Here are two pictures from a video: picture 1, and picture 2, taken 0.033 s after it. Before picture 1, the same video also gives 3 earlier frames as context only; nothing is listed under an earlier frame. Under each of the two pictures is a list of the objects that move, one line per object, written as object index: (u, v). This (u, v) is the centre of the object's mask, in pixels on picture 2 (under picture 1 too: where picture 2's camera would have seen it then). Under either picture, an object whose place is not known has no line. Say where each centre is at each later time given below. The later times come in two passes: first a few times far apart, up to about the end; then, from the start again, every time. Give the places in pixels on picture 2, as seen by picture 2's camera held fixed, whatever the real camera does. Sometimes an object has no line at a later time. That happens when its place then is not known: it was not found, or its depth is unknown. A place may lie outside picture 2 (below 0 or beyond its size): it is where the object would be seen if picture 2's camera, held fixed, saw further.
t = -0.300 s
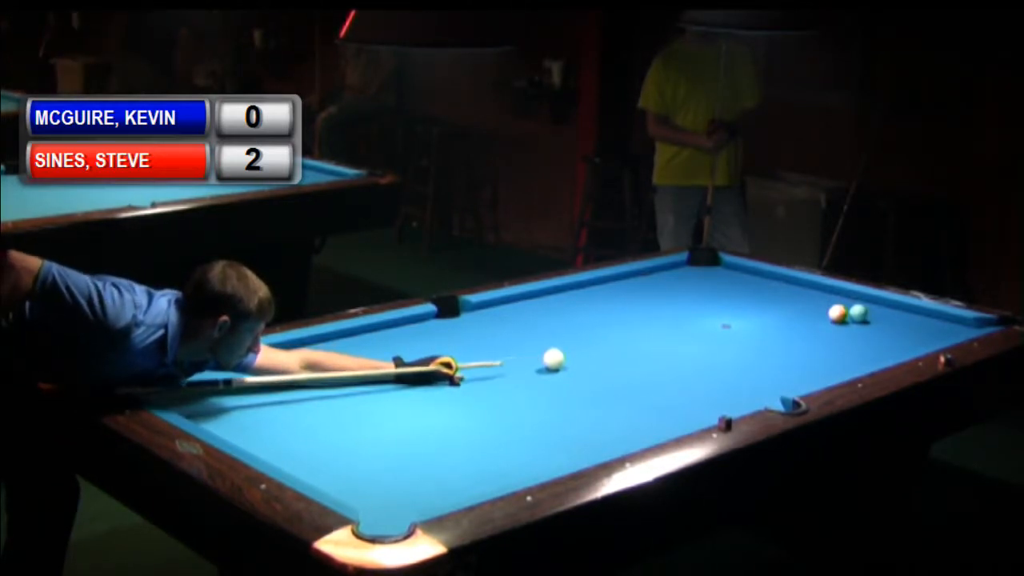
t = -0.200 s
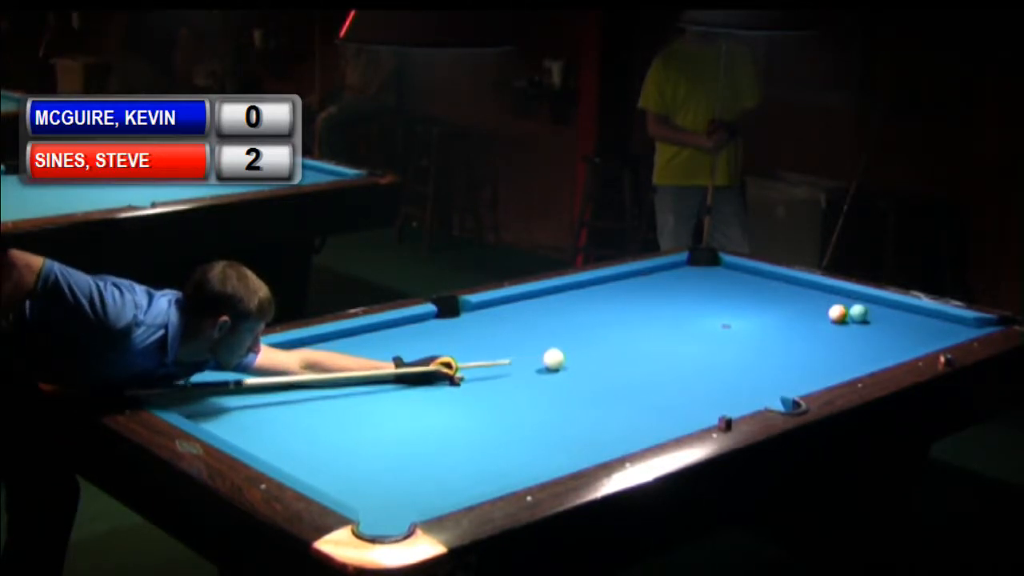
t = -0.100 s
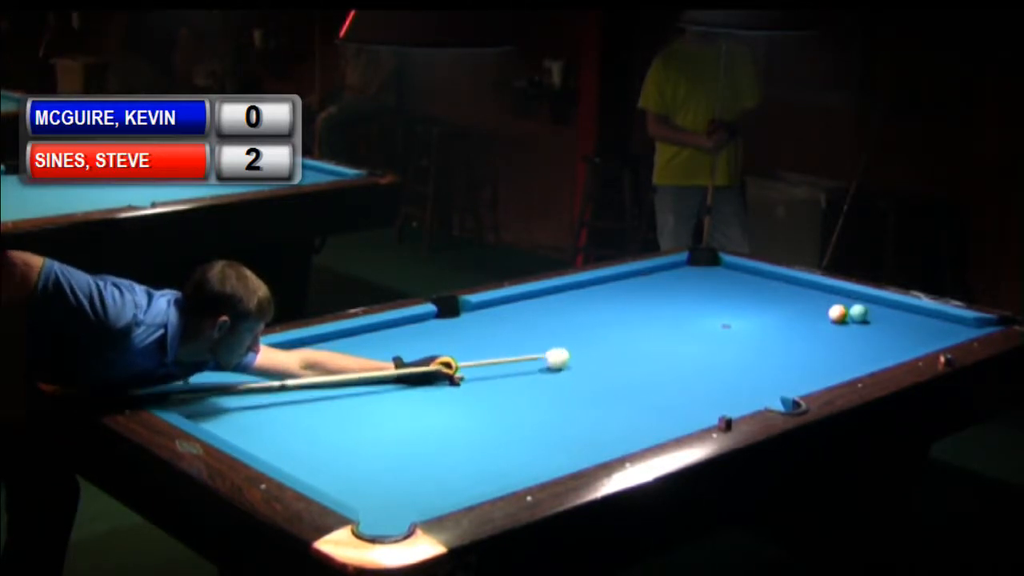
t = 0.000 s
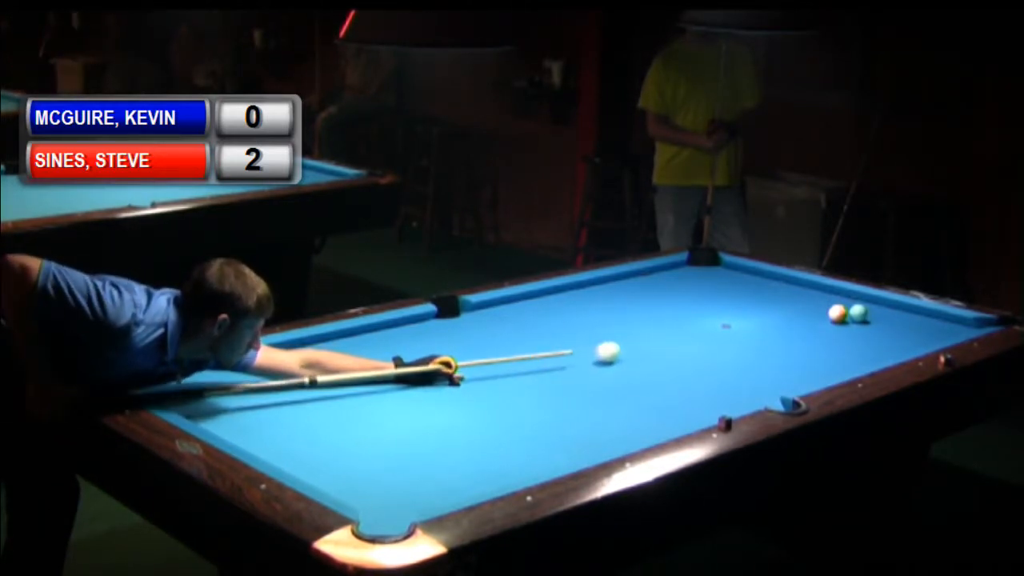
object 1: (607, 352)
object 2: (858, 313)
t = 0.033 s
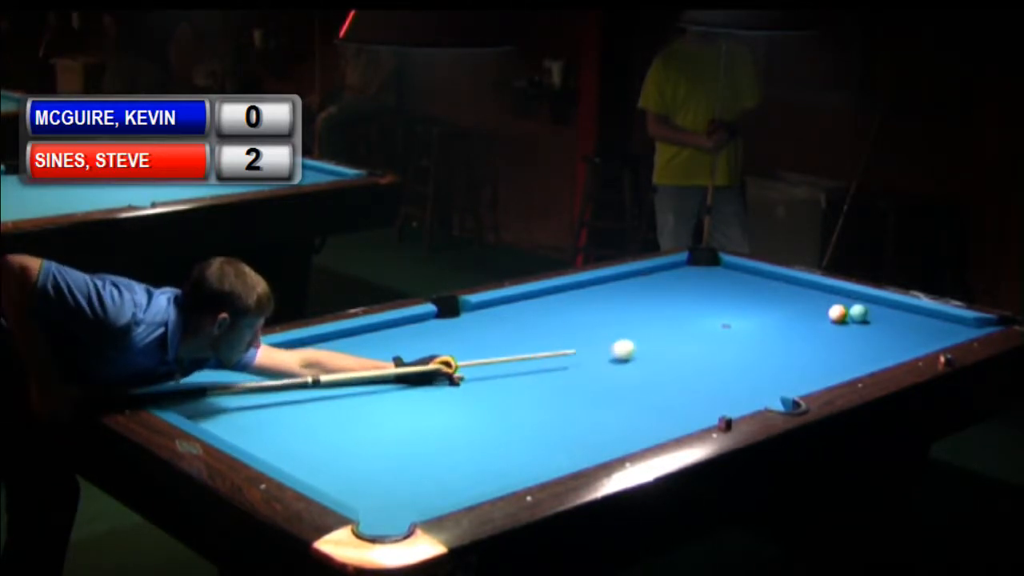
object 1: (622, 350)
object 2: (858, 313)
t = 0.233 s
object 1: (712, 339)
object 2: (858, 313)
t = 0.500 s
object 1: (820, 324)
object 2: (858, 313)
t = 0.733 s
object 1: (909, 319)
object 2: (856, 308)
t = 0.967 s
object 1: (957, 324)
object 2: (852, 300)
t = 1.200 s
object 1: (948, 331)
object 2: (847, 293)
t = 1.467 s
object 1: (908, 334)
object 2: (830, 292)
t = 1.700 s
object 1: (874, 337)
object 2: (817, 291)
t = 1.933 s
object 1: (841, 339)
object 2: (804, 291)
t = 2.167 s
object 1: (808, 341)
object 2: (793, 291)
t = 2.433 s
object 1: (773, 343)
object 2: (783, 290)
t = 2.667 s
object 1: (742, 344)
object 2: (775, 289)
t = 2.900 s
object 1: (713, 346)
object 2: (768, 289)
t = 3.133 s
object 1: (685, 348)
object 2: (763, 289)
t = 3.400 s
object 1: (654, 349)
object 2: (758, 289)
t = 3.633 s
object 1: (629, 350)
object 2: (755, 289)
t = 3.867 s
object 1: (605, 351)
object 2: (753, 289)
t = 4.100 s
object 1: (583, 352)
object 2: (753, 288)
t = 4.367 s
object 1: (558, 353)
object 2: (753, 288)
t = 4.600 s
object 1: (538, 354)
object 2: (753, 288)
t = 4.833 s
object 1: (520, 355)
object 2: (753, 288)
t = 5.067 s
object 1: (503, 355)
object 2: (753, 288)
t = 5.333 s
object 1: (486, 355)
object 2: (752, 288)
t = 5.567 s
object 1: (472, 355)
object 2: (753, 288)
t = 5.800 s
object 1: (459, 356)
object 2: (753, 288)
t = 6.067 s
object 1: (448, 356)
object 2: (753, 288)
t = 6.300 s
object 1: (438, 356)
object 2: (753, 288)
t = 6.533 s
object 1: (430, 356)
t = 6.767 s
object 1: (424, 355)
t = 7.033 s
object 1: (419, 355)
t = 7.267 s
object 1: (416, 355)
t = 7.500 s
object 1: (414, 355)
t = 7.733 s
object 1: (414, 355)
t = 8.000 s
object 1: (415, 354)
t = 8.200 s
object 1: (415, 355)
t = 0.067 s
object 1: (638, 348)
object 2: (858, 313)
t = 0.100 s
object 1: (653, 346)
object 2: (858, 313)
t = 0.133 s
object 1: (668, 344)
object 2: (858, 313)
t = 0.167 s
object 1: (682, 343)
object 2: (858, 313)
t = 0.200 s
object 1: (697, 341)
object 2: (858, 313)
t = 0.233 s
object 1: (712, 339)
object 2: (858, 313)
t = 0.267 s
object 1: (726, 337)
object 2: (858, 313)
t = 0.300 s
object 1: (740, 335)
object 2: (858, 313)
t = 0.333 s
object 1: (754, 334)
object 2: (858, 313)
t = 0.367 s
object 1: (767, 332)
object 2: (858, 313)
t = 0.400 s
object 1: (781, 330)
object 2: (858, 313)
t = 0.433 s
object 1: (794, 328)
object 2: (858, 313)
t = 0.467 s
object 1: (807, 326)
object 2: (858, 313)
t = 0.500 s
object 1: (820, 324)
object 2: (858, 313)
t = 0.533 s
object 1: (832, 323)
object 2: (858, 313)
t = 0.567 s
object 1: (845, 321)
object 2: (859, 312)
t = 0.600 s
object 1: (858, 319)
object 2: (858, 308)
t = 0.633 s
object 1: (871, 319)
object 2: (856, 311)
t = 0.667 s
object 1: (883, 319)
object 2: (857, 311)
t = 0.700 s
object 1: (896, 319)
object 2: (857, 309)
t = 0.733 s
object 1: (909, 319)
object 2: (856, 308)
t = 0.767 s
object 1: (920, 318)
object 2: (855, 307)
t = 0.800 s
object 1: (932, 318)
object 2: (855, 306)
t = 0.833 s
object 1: (945, 318)
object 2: (854, 304)
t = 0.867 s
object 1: (953, 319)
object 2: (854, 303)
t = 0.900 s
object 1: (955, 321)
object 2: (853, 302)
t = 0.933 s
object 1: (956, 323)
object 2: (853, 301)
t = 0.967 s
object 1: (957, 324)
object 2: (852, 300)
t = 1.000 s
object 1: (959, 326)
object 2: (852, 299)
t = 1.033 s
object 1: (961, 327)
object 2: (851, 298)
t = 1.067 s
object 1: (962, 329)
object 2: (851, 296)
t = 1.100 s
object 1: (963, 329)
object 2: (850, 295)
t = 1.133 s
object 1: (958, 330)
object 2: (850, 294)
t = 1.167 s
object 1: (953, 330)
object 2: (849, 293)
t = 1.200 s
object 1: (948, 331)
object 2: (847, 293)
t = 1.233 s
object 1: (943, 331)
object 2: (845, 293)
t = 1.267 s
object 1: (938, 332)
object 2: (842, 293)
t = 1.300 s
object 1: (933, 332)
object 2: (840, 293)
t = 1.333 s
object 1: (928, 333)
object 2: (838, 292)
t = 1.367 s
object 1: (923, 334)
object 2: (836, 292)
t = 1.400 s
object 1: (919, 334)
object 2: (834, 292)
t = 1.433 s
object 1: (913, 334)
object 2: (832, 292)
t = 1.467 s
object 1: (908, 334)
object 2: (830, 292)
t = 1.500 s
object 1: (903, 335)
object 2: (828, 292)
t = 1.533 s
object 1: (898, 335)
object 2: (826, 292)
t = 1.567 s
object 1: (893, 336)
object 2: (824, 292)
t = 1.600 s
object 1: (889, 336)
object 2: (822, 292)
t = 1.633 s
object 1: (884, 336)
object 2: (820, 292)
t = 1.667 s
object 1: (879, 336)
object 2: (818, 292)
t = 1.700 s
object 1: (874, 337)
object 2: (817, 291)
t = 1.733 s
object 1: (869, 337)
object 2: (814, 291)
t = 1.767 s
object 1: (864, 337)
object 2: (812, 291)
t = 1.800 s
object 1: (860, 338)
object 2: (811, 291)
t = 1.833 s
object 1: (855, 338)
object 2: (810, 291)
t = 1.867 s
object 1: (850, 338)
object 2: (808, 291)
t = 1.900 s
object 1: (846, 338)
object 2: (806, 291)
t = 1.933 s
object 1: (841, 339)
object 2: (804, 291)
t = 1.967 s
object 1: (836, 339)
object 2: (803, 291)
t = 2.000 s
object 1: (831, 339)
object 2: (801, 291)
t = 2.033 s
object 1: (827, 339)
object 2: (800, 291)
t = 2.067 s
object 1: (822, 340)
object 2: (798, 291)
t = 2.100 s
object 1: (817, 340)
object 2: (796, 291)
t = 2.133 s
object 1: (813, 341)
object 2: (795, 291)
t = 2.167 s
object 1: (808, 341)
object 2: (793, 291)
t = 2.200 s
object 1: (804, 341)
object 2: (792, 290)
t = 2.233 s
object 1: (799, 341)
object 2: (791, 290)
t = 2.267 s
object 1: (795, 342)
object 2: (789, 290)
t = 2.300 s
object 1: (791, 342)
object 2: (788, 290)
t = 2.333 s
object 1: (786, 342)
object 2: (787, 290)
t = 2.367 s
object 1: (781, 343)
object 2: (785, 290)
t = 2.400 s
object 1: (777, 343)
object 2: (784, 290)
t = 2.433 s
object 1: (773, 343)
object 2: (783, 290)
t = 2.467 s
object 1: (768, 343)
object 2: (782, 290)
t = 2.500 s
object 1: (764, 344)
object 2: (781, 290)
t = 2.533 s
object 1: (760, 344)
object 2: (779, 290)
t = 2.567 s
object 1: (755, 344)
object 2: (778, 290)
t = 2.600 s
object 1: (752, 344)
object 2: (777, 290)
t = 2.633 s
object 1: (747, 344)
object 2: (776, 290)
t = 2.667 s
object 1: (742, 344)
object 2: (775, 289)
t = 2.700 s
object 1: (738, 345)
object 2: (774, 289)
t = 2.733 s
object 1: (734, 345)
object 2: (773, 289)
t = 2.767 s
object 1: (730, 346)
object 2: (772, 289)
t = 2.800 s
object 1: (726, 345)
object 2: (771, 289)
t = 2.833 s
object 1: (721, 346)
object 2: (770, 289)
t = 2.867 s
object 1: (717, 346)
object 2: (769, 289)
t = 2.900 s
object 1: (713, 346)
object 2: (768, 289)
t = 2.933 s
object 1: (709, 347)
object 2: (767, 289)
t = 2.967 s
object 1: (705, 347)
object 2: (767, 289)
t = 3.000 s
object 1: (701, 347)
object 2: (766, 289)
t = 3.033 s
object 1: (697, 347)
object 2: (765, 289)
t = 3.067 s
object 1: (693, 347)
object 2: (764, 289)
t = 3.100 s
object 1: (689, 348)
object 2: (764, 289)
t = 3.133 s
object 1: (685, 348)
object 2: (763, 289)
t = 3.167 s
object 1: (681, 348)
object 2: (762, 289)
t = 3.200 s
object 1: (677, 348)
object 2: (762, 289)
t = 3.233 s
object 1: (673, 348)
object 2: (761, 289)
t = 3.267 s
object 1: (669, 349)
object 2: (760, 289)
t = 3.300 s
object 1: (665, 349)
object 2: (760, 289)
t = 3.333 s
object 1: (662, 349)
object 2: (759, 289)
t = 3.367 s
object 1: (658, 349)
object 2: (758, 289)
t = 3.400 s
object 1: (654, 349)
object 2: (758, 289)
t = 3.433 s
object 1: (650, 350)
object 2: (757, 289)
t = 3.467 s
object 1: (647, 350)
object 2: (757, 289)
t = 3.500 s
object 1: (644, 350)
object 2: (756, 289)
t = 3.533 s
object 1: (640, 350)
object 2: (756, 289)
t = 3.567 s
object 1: (636, 350)
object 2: (756, 289)
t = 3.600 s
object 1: (633, 350)
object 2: (756, 289)
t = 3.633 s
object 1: (629, 350)
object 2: (755, 289)
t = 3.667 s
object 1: (626, 351)
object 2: (755, 289)
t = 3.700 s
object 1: (622, 350)
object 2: (755, 289)
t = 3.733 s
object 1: (619, 351)
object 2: (754, 288)
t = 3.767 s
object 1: (615, 351)
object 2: (754, 289)
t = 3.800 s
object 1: (612, 351)
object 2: (754, 289)
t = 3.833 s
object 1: (609, 351)
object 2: (753, 289)
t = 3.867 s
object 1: (605, 351)
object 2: (753, 289)
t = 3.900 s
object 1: (602, 352)
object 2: (753, 288)
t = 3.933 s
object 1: (598, 352)
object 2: (753, 288)
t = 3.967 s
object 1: (595, 352)
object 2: (753, 288)
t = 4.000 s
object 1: (592, 352)
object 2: (753, 288)
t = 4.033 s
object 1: (589, 352)
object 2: (753, 289)
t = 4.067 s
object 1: (586, 352)
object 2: (753, 289)
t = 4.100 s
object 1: (583, 352)
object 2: (753, 288)
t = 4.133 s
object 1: (580, 352)
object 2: (753, 288)
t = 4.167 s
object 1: (576, 352)
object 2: (753, 289)
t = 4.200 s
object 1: (573, 353)
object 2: (753, 288)
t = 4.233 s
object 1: (570, 353)
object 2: (753, 288)
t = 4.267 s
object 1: (567, 352)
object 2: (753, 288)
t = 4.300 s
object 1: (564, 353)
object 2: (753, 288)
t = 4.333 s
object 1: (561, 353)
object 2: (753, 288)
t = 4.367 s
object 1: (558, 353)
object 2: (753, 288)
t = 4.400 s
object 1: (555, 353)
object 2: (753, 288)
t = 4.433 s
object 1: (552, 353)
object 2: (753, 289)
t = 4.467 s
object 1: (550, 353)
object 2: (753, 288)
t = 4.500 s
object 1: (546, 354)
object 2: (753, 288)
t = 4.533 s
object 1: (544, 353)
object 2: (753, 288)
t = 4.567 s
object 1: (541, 353)
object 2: (753, 288)
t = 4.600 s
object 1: (538, 354)
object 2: (753, 288)
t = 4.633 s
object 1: (535, 354)
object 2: (753, 288)
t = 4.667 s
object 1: (533, 353)
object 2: (753, 288)
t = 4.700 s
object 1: (530, 354)
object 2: (753, 288)
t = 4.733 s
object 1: (527, 354)
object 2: (753, 288)
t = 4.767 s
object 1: (526, 354)
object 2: (753, 288)
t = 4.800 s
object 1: (523, 354)
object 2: (753, 288)
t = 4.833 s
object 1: (520, 355)
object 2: (753, 288)
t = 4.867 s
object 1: (518, 354)
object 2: (753, 288)
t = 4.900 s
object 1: (516, 354)
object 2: (753, 288)
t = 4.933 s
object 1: (513, 354)
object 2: (752, 288)
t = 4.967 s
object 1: (510, 354)
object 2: (753, 288)
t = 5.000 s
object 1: (508, 355)
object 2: (753, 288)
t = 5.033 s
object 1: (505, 355)
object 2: (753, 288)
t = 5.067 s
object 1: (503, 355)
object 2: (753, 288)
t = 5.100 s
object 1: (501, 354)
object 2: (752, 288)
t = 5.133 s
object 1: (499, 355)
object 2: (753, 288)
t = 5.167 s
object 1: (497, 355)
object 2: (753, 288)
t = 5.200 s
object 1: (494, 355)
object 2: (753, 288)
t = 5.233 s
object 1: (492, 355)
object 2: (753, 288)
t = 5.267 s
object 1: (490, 355)
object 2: (753, 288)
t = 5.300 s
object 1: (488, 355)
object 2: (752, 288)
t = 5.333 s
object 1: (486, 355)
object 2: (752, 288)
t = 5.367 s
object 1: (483, 356)
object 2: (753, 288)
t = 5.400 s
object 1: (482, 355)
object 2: (753, 288)
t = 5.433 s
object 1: (480, 355)
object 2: (753, 288)
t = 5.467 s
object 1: (478, 355)
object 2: (753, 288)
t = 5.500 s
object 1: (476, 355)
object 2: (753, 288)
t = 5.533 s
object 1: (474, 355)
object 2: (753, 288)
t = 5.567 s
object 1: (472, 355)
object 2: (753, 288)
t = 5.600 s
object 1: (470, 356)
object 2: (753, 288)
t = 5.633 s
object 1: (468, 356)
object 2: (753, 288)
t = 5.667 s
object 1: (467, 356)
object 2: (753, 288)
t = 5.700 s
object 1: (465, 356)
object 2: (753, 288)
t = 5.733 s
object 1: (463, 355)
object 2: (753, 289)
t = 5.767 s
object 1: (461, 356)
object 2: (753, 288)
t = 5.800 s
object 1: (459, 356)
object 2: (753, 288)
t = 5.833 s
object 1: (458, 356)
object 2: (753, 288)
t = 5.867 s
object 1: (456, 356)
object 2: (753, 288)
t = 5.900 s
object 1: (455, 356)
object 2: (753, 288)
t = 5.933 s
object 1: (454, 356)
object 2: (753, 288)
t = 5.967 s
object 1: (452, 356)
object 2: (753, 288)
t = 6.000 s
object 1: (450, 356)
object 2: (753, 288)
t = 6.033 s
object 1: (449, 356)
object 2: (753, 288)
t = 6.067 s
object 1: (448, 356)
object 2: (753, 288)
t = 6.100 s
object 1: (446, 356)
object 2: (753, 288)
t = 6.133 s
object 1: (444, 356)
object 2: (753, 288)
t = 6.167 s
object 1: (443, 356)
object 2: (753, 288)
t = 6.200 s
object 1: (442, 356)
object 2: (753, 288)
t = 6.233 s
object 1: (441, 356)
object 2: (753, 288)
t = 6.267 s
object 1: (440, 356)
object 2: (753, 288)
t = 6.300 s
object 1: (438, 356)
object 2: (753, 288)
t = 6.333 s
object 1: (437, 356)
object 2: (753, 288)
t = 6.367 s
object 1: (436, 356)
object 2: (753, 288)
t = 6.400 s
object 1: (434, 356)
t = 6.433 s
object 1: (434, 355)
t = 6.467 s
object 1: (433, 356)
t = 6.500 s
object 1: (431, 356)
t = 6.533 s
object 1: (430, 356)
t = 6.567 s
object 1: (429, 356)
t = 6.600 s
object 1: (428, 356)
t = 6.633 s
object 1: (427, 356)
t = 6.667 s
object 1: (426, 355)
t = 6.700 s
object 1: (426, 355)
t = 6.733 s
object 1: (425, 355)
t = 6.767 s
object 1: (424, 355)
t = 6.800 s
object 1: (423, 355)
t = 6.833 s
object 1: (423, 355)
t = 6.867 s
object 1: (422, 355)
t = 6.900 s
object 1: (421, 355)
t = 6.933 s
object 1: (421, 355)
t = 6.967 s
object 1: (420, 355)
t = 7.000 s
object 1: (419, 355)
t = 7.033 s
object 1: (419, 355)
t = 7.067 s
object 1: (418, 355)
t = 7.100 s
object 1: (418, 355)
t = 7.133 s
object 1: (417, 355)
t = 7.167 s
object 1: (417, 355)
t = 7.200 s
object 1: (417, 355)
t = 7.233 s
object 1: (416, 355)
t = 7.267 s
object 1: (416, 355)
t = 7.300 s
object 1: (416, 355)
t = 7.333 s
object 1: (416, 355)
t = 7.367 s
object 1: (415, 355)
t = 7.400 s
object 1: (415, 355)
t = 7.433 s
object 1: (415, 355)
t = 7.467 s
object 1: (415, 355)
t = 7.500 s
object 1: (414, 355)
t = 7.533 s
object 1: (414, 355)
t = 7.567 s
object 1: (414, 355)
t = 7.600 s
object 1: (415, 354)
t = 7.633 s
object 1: (414, 355)
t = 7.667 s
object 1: (414, 355)
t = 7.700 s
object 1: (414, 355)
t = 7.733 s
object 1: (414, 355)
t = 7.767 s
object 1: (414, 355)
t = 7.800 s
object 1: (415, 355)
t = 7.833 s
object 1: (415, 354)
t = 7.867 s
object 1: (415, 354)
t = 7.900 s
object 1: (414, 355)
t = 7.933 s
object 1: (414, 355)
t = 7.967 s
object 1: (415, 355)
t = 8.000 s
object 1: (415, 354)
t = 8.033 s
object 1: (415, 355)
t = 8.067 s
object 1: (415, 355)
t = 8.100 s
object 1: (414, 355)
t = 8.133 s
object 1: (414, 355)
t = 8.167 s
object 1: (414, 355)
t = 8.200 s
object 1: (415, 355)
